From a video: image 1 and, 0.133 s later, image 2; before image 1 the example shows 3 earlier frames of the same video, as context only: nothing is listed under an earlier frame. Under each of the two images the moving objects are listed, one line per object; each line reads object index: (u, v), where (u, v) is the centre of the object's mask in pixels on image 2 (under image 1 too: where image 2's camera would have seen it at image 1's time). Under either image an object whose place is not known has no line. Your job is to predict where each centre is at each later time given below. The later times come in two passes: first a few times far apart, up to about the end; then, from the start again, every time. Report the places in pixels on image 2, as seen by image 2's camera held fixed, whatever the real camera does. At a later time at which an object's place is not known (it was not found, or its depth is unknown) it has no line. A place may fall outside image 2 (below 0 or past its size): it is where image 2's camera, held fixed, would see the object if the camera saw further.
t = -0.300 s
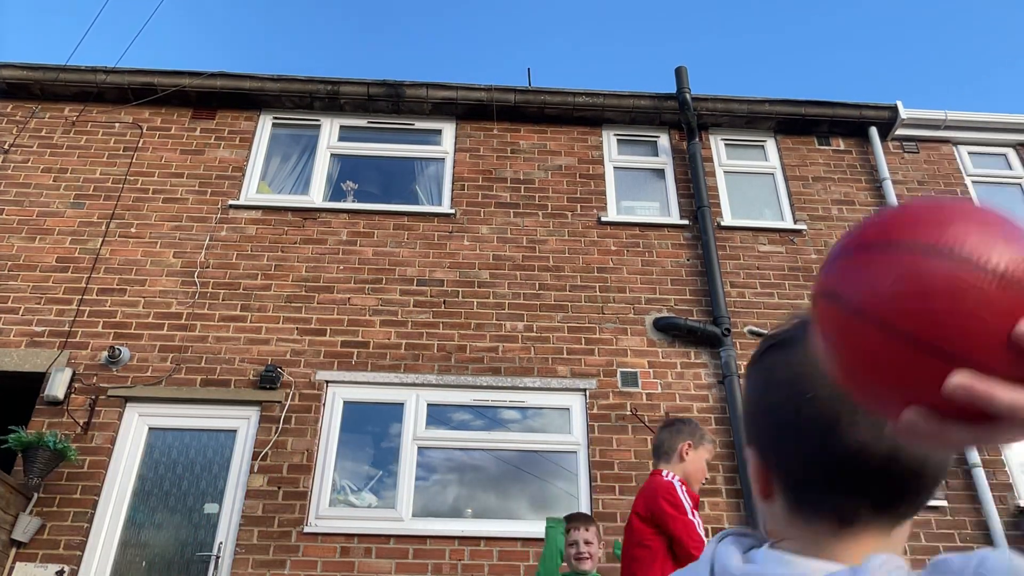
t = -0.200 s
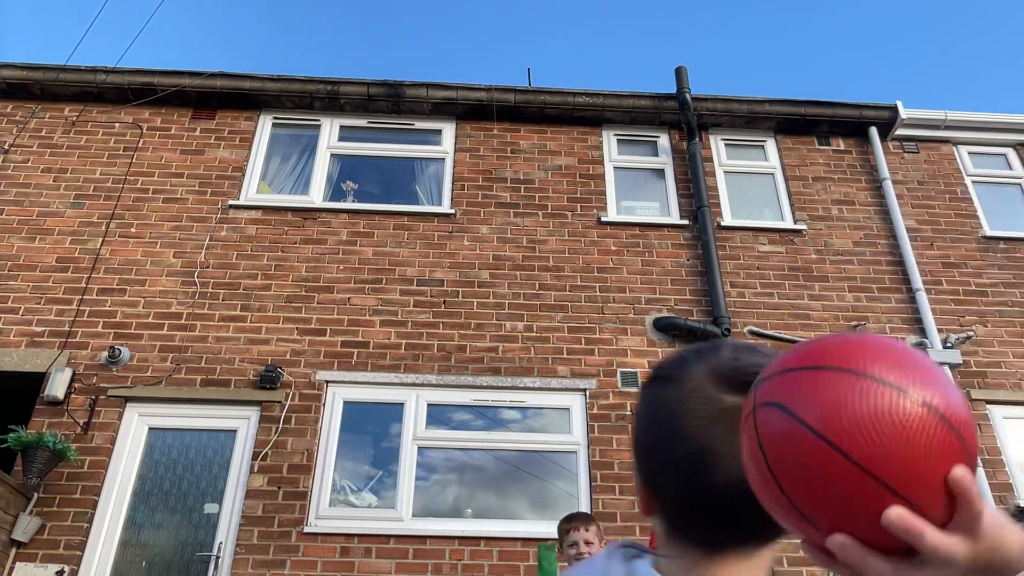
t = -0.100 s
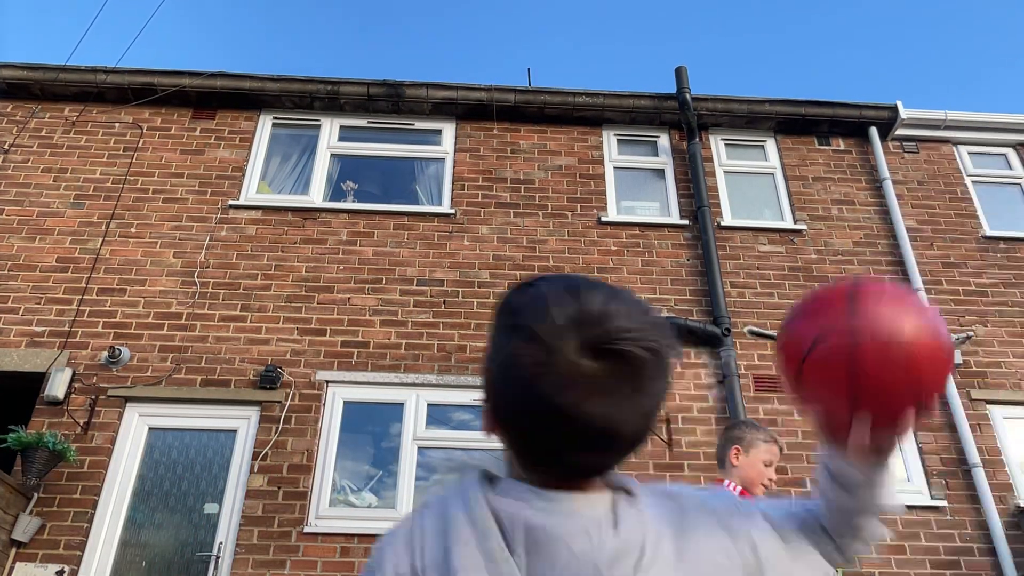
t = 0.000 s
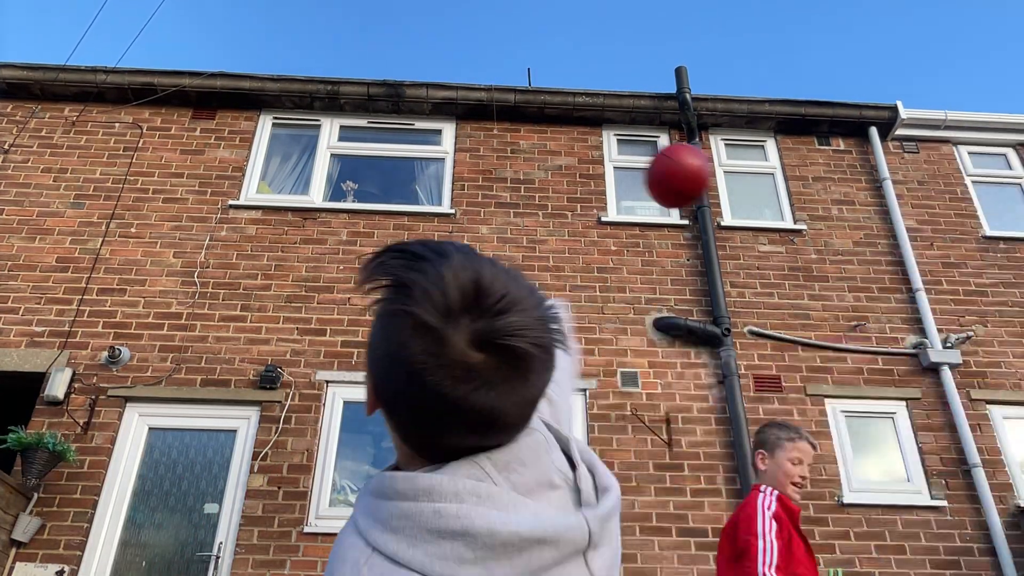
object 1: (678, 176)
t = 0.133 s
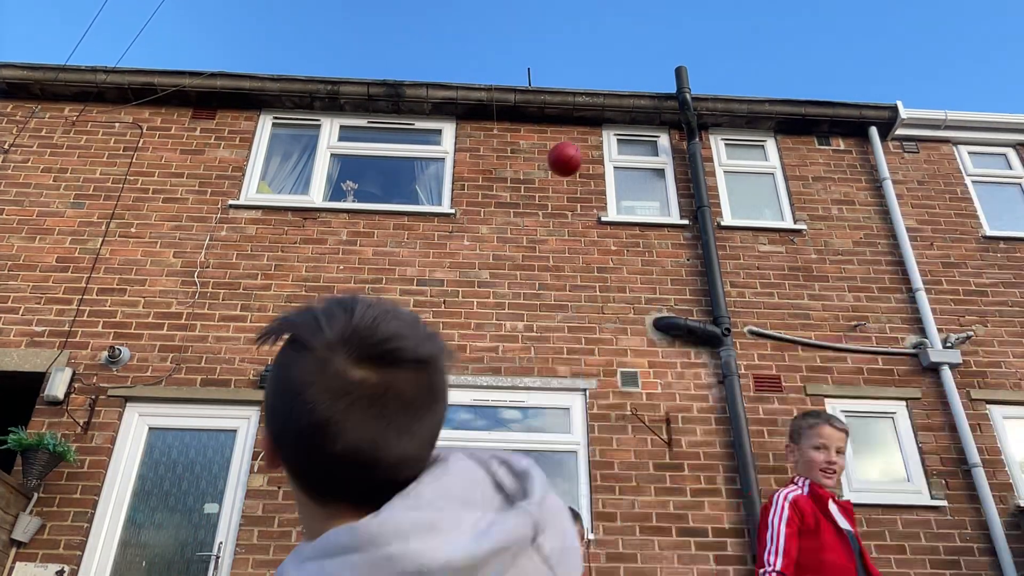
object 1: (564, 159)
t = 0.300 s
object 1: (524, 188)
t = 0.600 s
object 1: (505, 200)
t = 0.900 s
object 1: (514, 137)
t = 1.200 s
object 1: (527, 217)
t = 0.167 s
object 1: (553, 164)
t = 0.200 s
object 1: (543, 169)
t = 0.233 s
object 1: (535, 175)
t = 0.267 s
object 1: (529, 181)
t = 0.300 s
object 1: (524, 188)
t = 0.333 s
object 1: (519, 196)
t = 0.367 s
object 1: (515, 204)
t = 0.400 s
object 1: (511, 213)
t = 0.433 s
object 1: (506, 222)
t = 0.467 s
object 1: (504, 231)
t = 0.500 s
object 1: (501, 236)
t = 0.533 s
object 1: (502, 223)
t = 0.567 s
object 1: (503, 211)
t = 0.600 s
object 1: (505, 200)
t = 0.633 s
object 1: (506, 189)
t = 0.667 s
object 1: (507, 180)
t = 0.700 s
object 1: (508, 170)
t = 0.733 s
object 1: (509, 162)
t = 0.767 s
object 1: (511, 155)
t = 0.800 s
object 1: (511, 148)
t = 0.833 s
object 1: (512, 143)
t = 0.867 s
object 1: (513, 139)
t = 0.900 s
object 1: (514, 137)
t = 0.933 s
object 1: (515, 135)
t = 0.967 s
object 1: (516, 136)
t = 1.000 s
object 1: (517, 138)
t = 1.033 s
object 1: (519, 143)
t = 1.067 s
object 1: (521, 150)
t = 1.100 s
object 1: (522, 161)
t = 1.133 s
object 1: (524, 174)
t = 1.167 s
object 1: (525, 192)
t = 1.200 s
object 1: (527, 217)
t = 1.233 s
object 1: (529, 249)
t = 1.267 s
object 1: (531, 291)
